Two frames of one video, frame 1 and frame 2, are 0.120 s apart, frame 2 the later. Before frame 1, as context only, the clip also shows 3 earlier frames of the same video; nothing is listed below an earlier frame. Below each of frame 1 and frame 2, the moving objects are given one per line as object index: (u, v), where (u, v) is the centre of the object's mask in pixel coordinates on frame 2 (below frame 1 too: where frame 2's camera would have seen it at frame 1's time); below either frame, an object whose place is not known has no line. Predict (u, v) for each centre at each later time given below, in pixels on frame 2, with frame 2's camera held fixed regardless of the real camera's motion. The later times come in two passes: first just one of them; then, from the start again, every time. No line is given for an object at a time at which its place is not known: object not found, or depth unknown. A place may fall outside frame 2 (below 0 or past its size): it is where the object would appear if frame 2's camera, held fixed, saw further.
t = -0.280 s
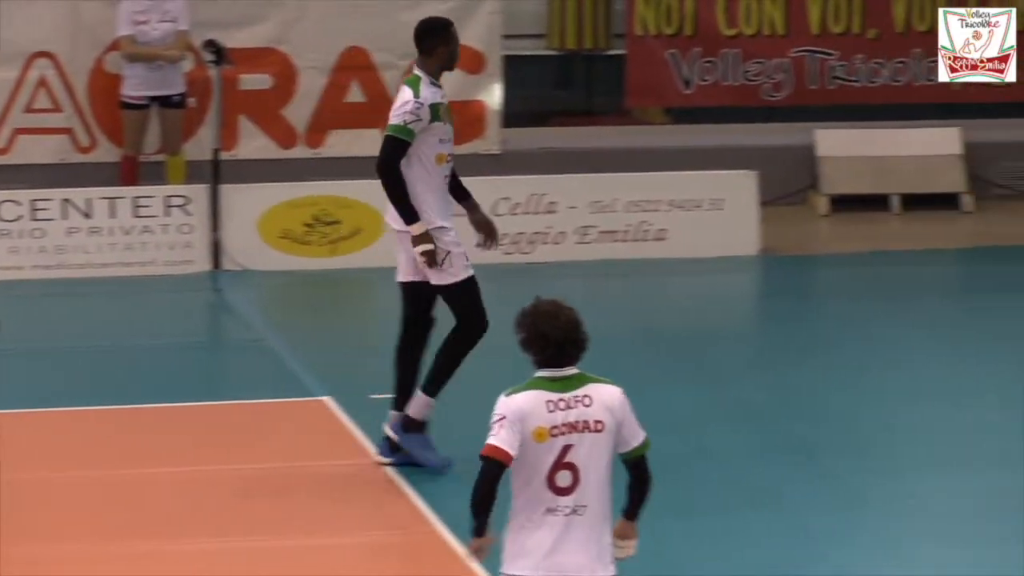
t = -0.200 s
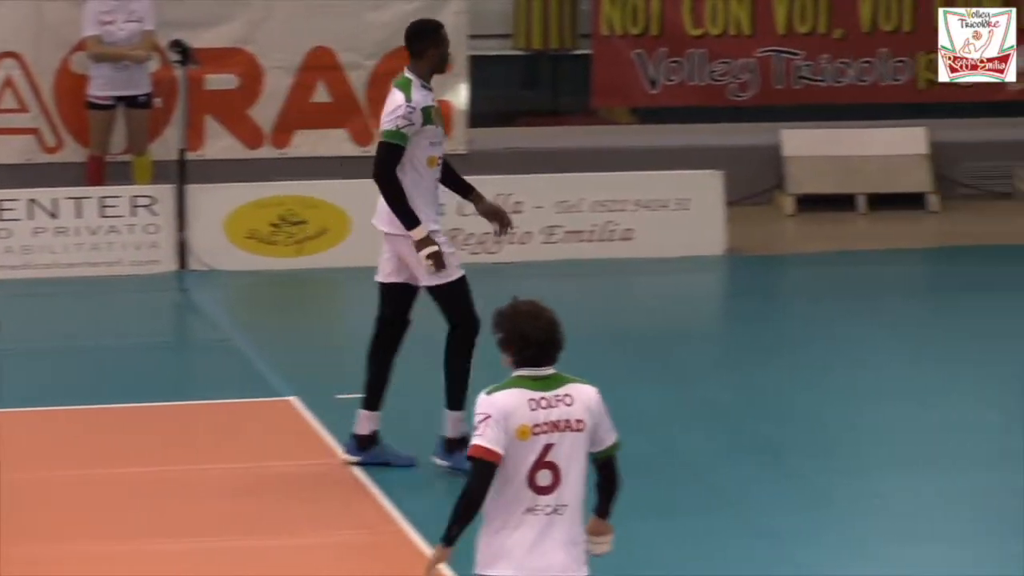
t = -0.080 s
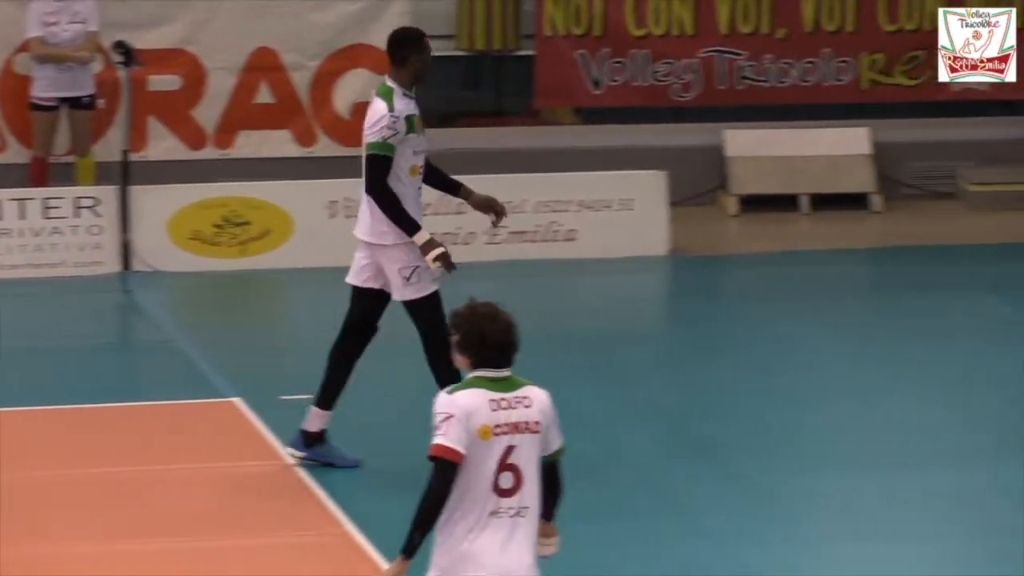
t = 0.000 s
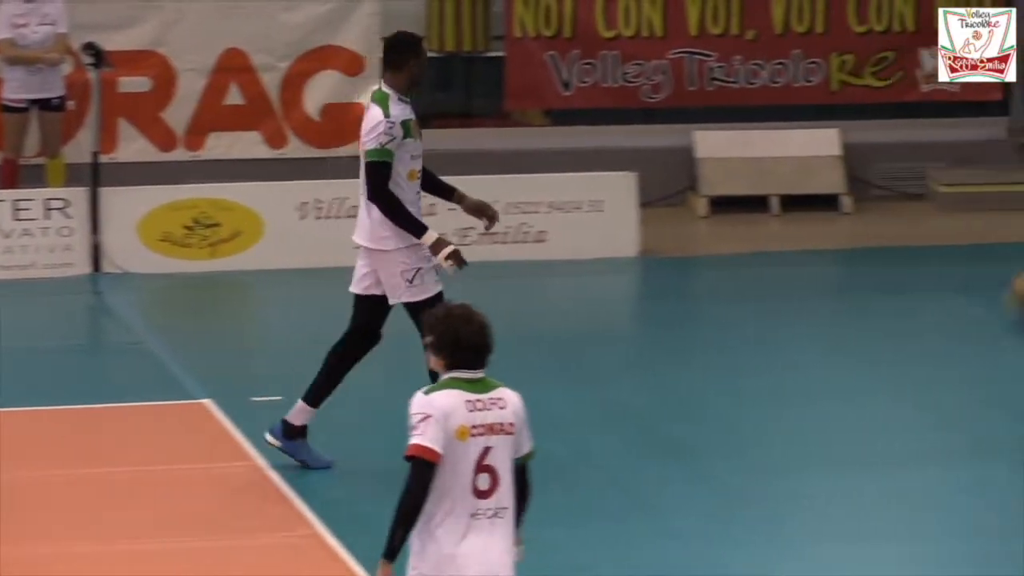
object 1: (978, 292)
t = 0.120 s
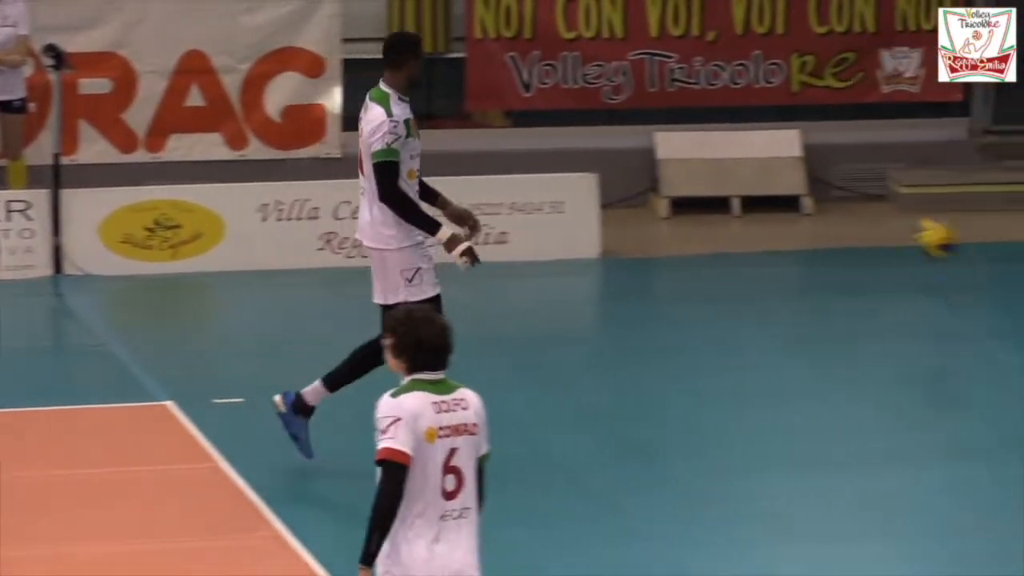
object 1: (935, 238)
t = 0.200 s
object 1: (897, 194)
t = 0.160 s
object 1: (921, 216)
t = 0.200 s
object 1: (897, 194)
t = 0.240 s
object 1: (883, 179)
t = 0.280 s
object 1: (863, 168)
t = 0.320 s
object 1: (847, 158)
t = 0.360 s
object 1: (823, 150)
